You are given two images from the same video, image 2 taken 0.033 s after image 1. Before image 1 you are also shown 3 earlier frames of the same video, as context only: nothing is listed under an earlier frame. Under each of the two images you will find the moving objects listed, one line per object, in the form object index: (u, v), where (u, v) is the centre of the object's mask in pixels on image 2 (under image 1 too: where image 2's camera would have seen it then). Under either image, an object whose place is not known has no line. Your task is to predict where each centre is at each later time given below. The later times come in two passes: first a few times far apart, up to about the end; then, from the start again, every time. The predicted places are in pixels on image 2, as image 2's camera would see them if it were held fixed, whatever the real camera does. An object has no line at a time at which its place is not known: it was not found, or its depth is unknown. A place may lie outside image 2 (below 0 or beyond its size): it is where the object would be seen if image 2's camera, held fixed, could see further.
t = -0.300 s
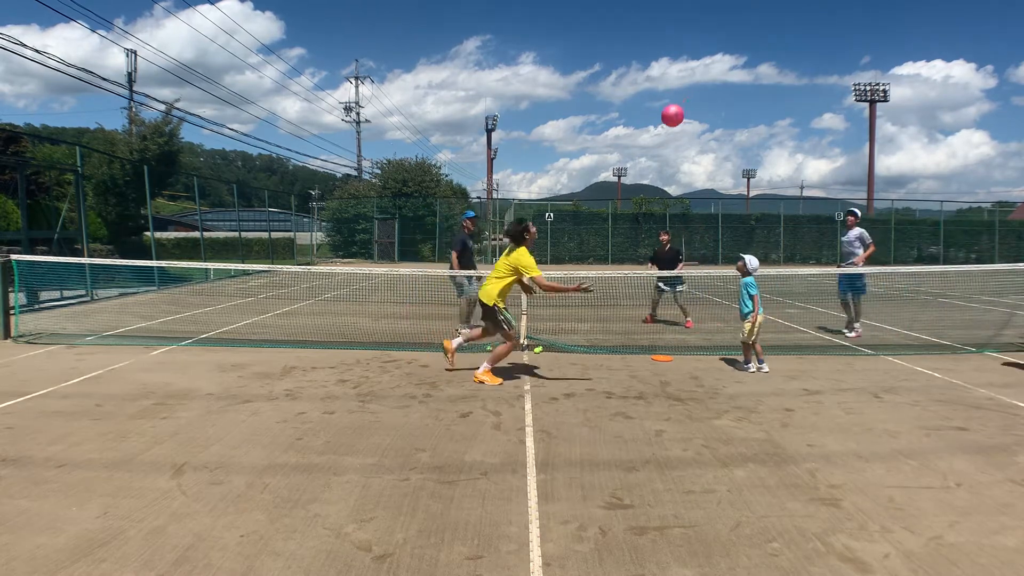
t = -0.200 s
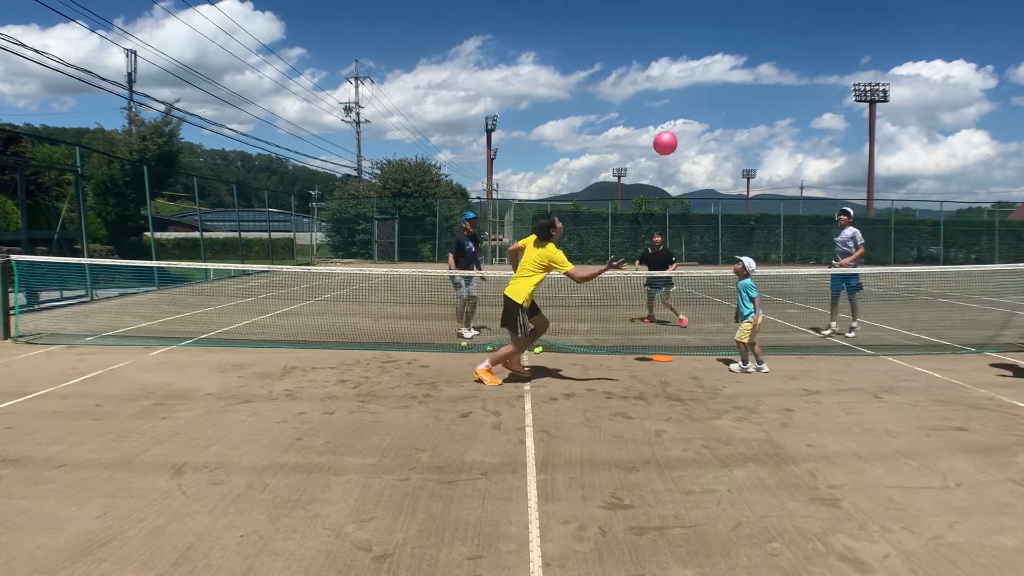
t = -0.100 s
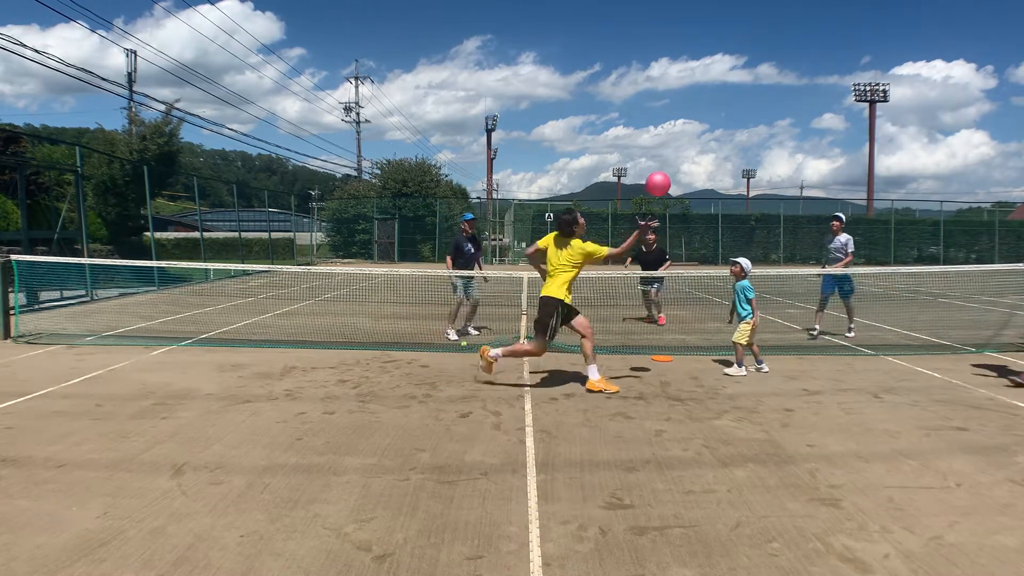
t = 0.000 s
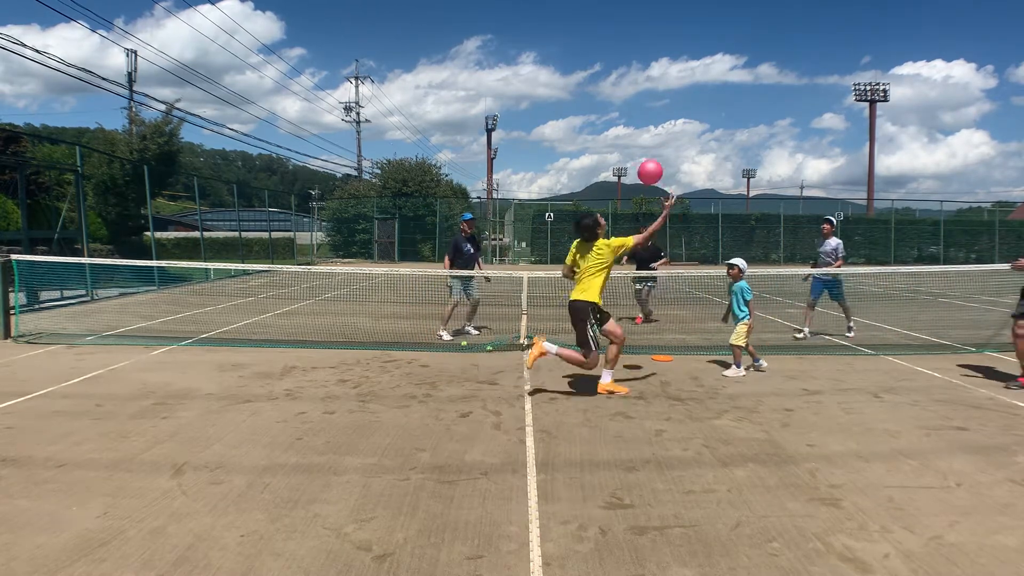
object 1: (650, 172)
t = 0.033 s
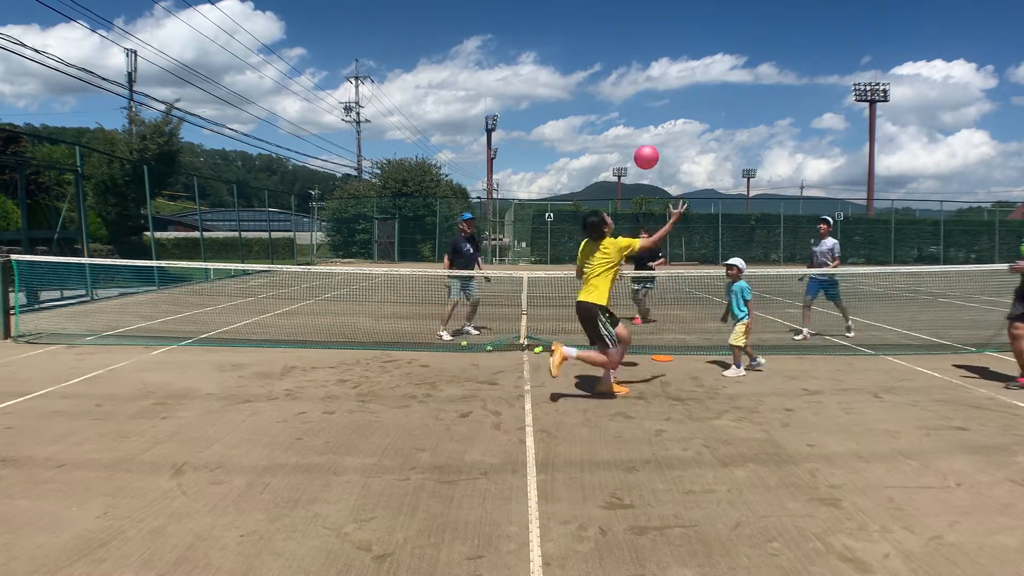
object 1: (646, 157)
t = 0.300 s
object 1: (620, 94)
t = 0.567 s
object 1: (600, 111)
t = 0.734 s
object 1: (590, 152)
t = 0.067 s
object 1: (643, 144)
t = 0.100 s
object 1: (639, 132)
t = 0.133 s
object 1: (636, 121)
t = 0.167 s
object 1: (633, 113)
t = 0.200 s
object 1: (630, 106)
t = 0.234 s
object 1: (626, 101)
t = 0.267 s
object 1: (623, 96)
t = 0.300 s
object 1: (620, 94)
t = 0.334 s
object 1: (617, 92)
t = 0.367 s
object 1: (615, 92)
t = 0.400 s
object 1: (612, 92)
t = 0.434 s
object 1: (610, 94)
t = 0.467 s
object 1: (607, 96)
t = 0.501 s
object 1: (605, 100)
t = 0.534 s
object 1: (602, 105)
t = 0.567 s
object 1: (600, 111)
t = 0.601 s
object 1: (598, 118)
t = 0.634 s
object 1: (595, 125)
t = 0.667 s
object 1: (593, 133)
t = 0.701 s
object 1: (592, 142)
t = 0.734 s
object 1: (590, 152)
